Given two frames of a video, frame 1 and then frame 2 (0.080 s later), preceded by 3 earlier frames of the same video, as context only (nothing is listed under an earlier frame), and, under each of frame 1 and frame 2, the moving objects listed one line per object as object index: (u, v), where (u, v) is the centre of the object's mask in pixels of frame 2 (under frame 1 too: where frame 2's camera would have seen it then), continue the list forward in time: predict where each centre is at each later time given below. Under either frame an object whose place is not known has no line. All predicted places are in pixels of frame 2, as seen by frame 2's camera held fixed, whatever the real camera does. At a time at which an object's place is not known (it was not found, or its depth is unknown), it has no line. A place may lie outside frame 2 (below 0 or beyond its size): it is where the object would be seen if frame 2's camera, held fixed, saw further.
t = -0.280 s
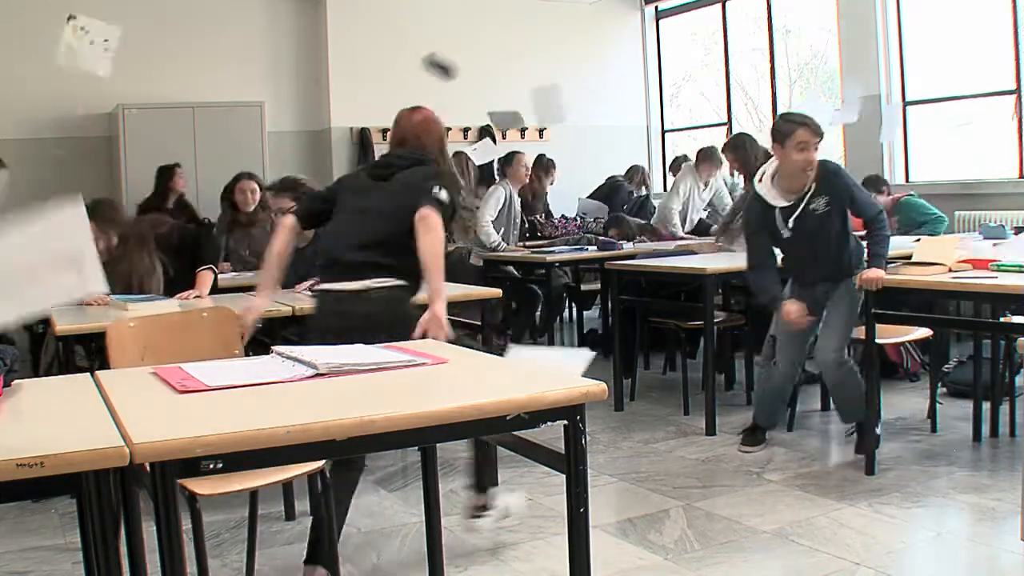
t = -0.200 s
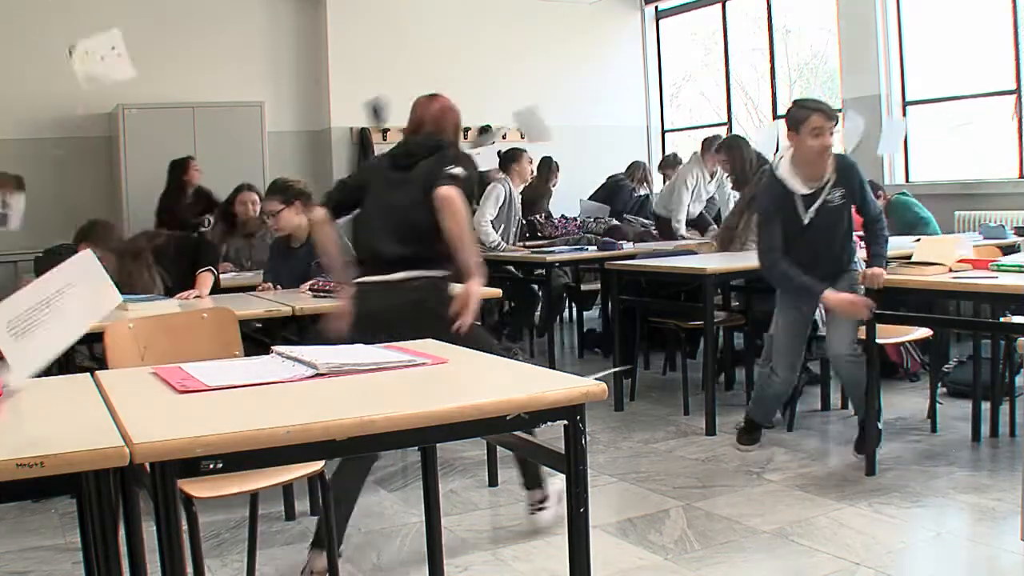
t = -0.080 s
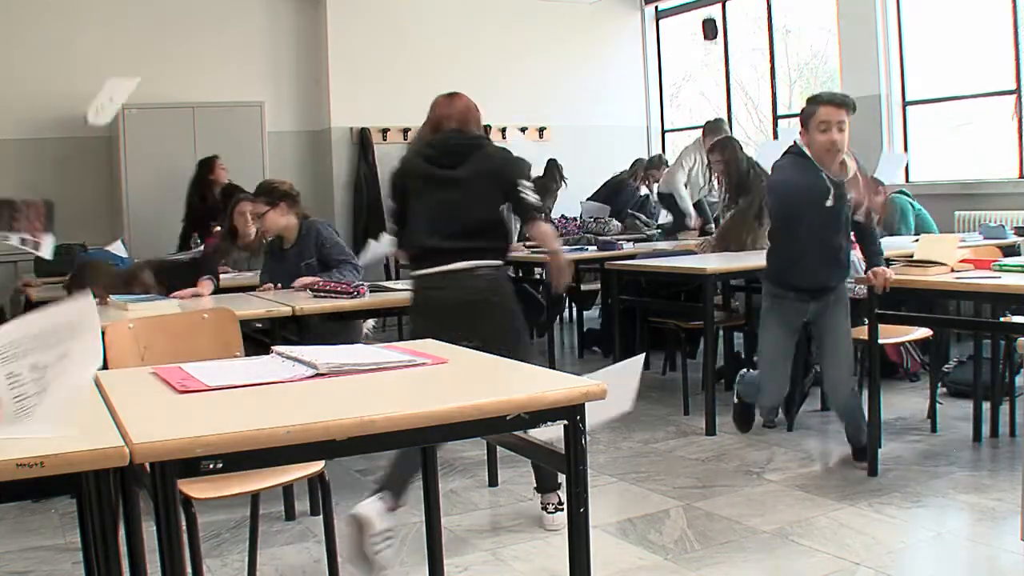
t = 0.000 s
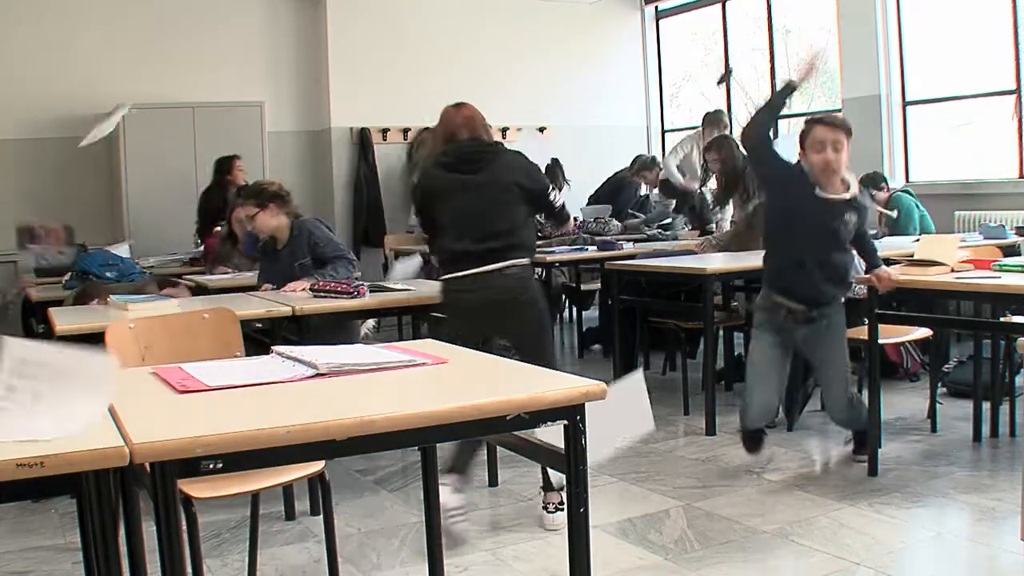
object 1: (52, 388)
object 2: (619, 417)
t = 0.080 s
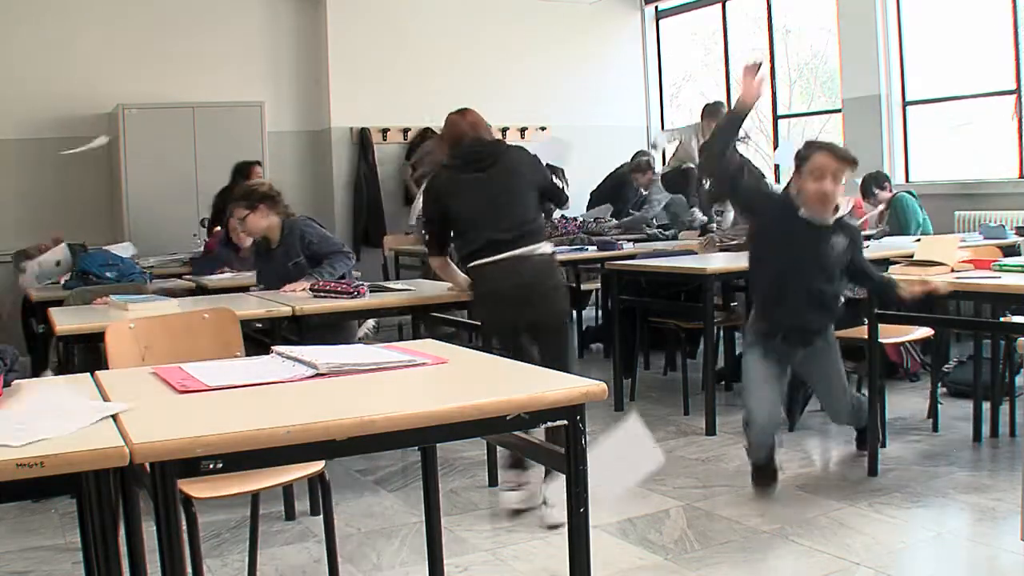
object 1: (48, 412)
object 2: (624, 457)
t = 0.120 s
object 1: (57, 422)
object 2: (628, 478)
